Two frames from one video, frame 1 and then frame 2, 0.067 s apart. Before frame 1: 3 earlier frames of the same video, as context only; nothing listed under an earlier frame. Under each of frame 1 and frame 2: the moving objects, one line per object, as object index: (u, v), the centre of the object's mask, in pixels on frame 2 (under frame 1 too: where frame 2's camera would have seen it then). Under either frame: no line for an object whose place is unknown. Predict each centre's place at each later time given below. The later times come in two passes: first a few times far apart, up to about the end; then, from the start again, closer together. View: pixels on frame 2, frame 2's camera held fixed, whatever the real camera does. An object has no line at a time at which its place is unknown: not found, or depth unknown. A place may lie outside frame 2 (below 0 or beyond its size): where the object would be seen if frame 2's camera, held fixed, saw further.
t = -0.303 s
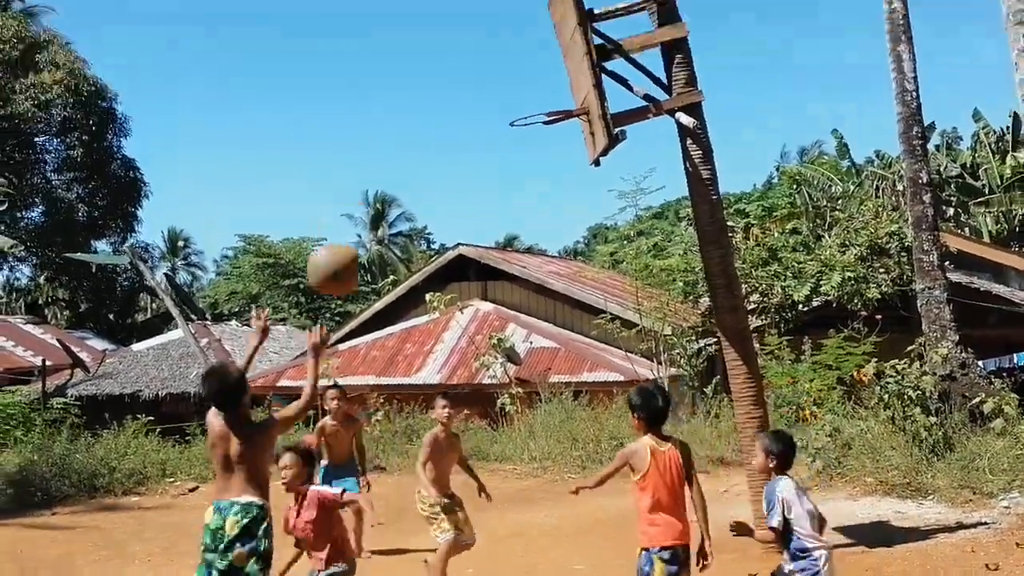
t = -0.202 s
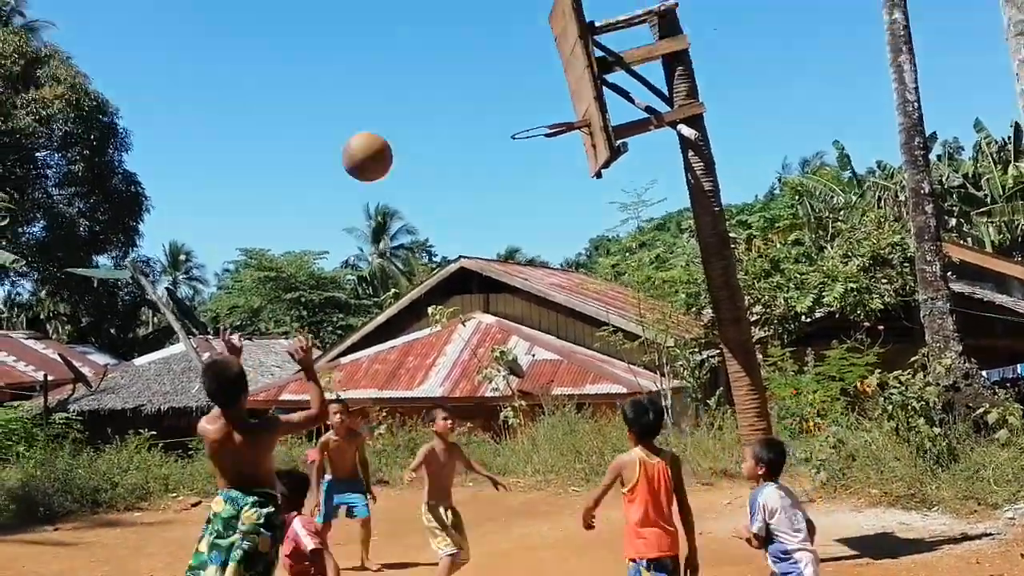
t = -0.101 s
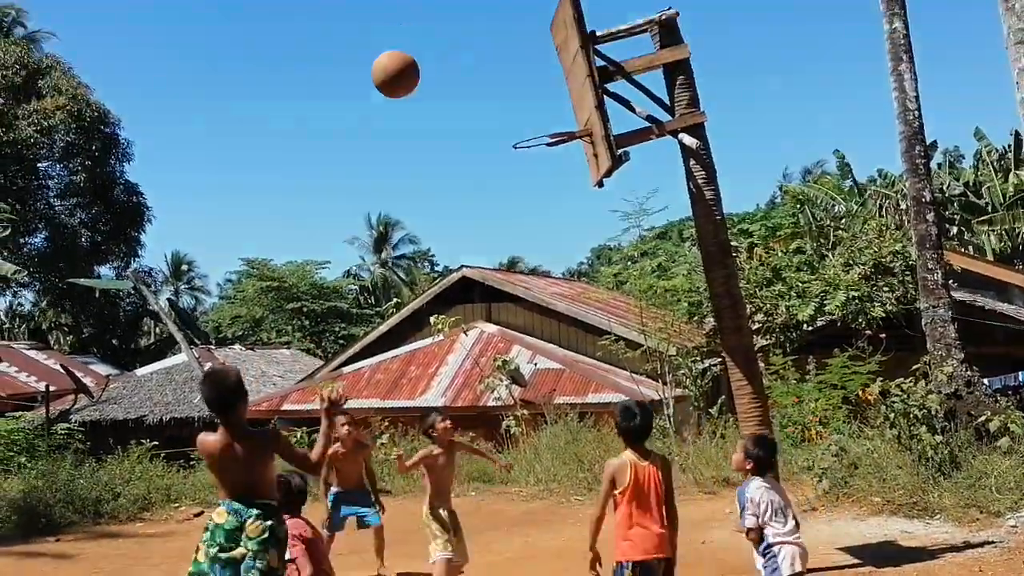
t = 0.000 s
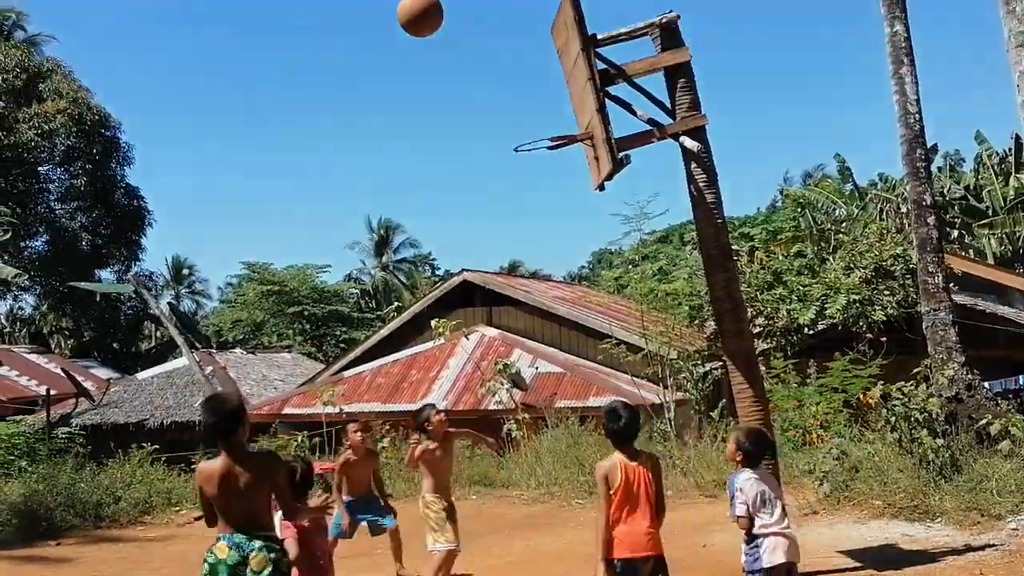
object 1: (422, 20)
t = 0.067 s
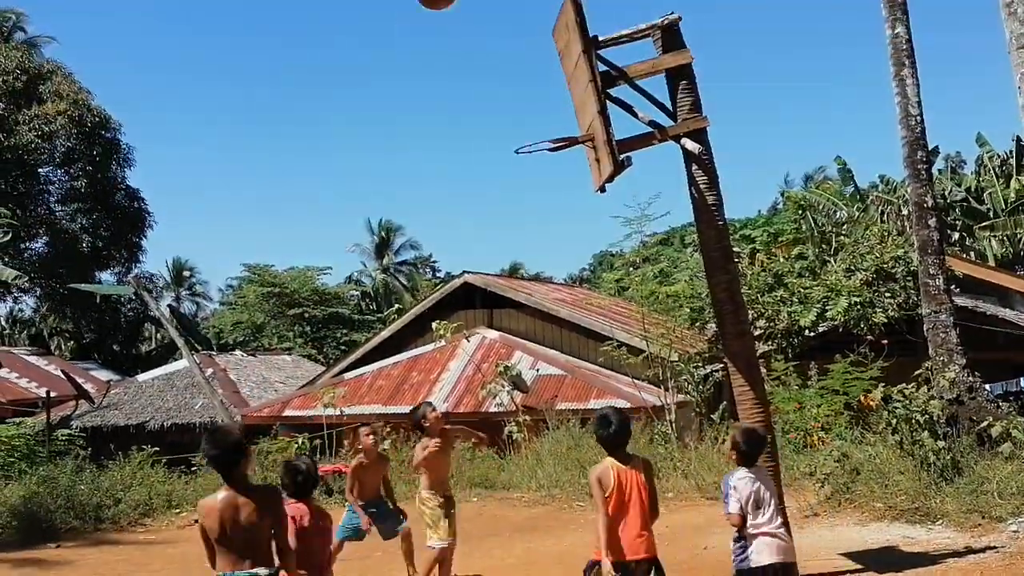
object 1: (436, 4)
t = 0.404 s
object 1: (501, -5)
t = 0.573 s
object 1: (529, 39)
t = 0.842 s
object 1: (569, 203)
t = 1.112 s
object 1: (605, 429)
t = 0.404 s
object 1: (501, -5)
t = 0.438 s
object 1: (507, -1)
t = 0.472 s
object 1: (512, 3)
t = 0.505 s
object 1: (518, 10)
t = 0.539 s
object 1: (523, 24)
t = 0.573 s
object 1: (529, 39)
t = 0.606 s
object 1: (534, 55)
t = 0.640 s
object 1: (539, 73)
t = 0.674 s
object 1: (544, 92)
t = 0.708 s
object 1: (550, 112)
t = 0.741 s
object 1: (554, 133)
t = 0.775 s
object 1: (558, 156)
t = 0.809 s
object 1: (564, 178)
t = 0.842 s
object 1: (569, 203)
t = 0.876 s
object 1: (573, 228)
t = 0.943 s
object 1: (583, 281)
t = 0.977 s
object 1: (587, 308)
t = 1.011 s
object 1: (591, 337)
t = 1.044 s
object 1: (596, 367)
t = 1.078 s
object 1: (600, 397)
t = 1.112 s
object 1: (605, 429)
